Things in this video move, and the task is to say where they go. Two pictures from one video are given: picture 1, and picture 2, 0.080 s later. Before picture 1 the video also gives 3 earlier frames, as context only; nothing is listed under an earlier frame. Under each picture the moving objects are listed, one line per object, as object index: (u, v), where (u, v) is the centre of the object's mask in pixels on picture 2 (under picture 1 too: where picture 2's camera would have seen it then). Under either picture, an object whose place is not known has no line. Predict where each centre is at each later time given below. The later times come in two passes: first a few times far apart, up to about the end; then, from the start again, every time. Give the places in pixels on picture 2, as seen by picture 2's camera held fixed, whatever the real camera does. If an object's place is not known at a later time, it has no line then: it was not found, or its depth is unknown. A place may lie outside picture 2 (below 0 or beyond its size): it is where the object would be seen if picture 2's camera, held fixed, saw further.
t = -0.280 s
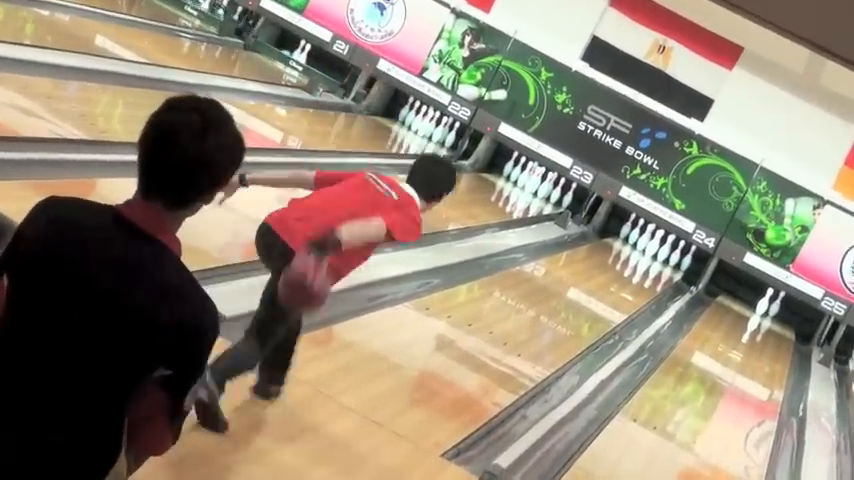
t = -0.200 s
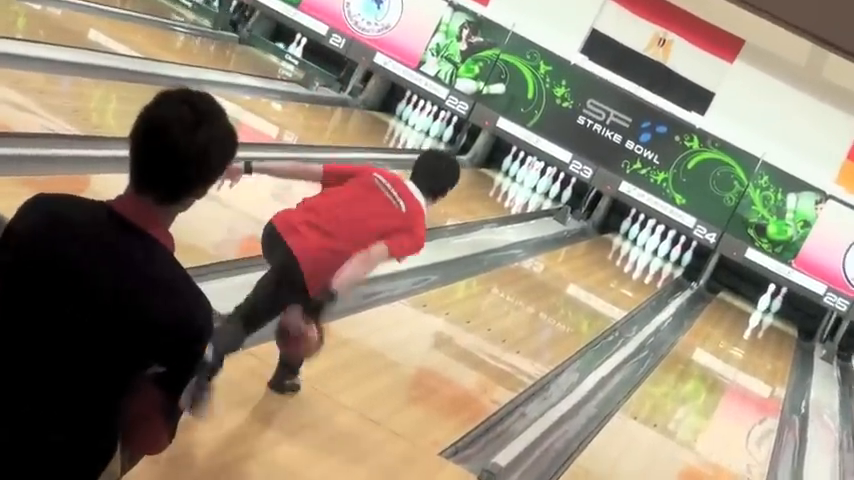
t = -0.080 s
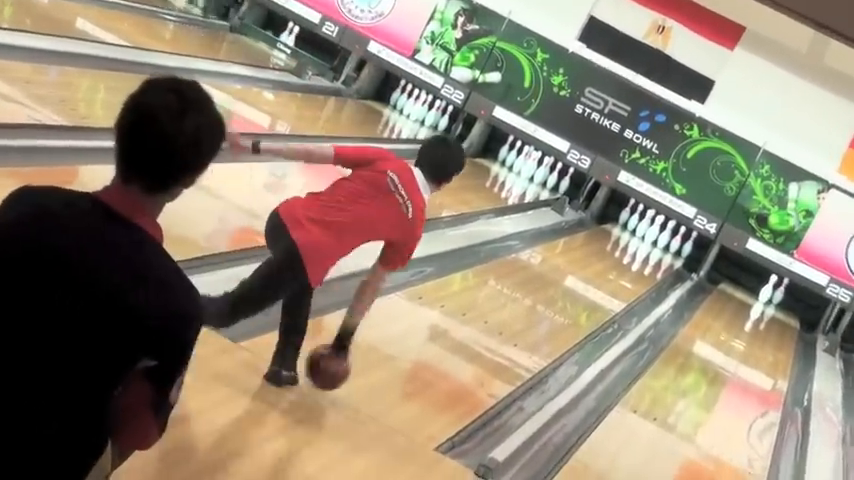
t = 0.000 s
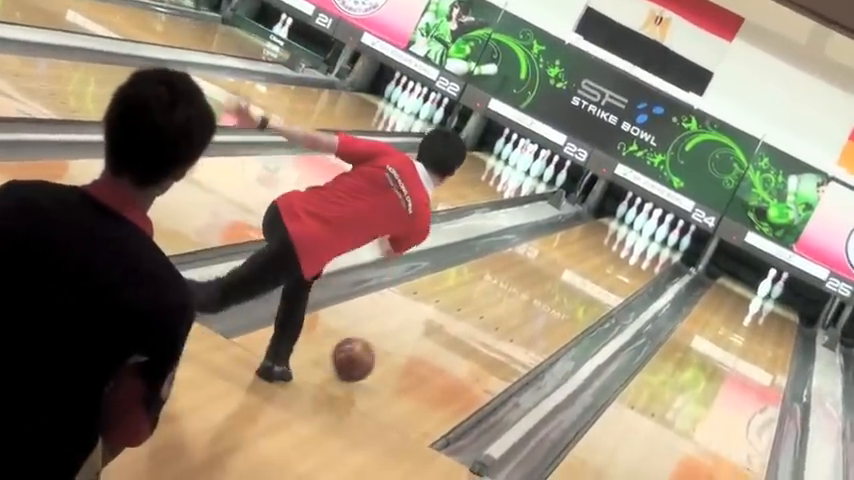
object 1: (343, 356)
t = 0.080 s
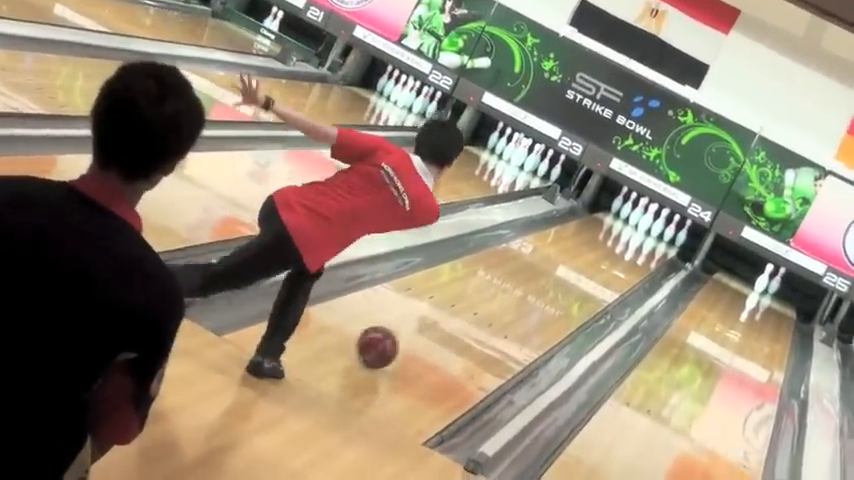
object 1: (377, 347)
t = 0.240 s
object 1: (432, 332)
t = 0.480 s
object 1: (494, 314)
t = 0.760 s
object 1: (549, 295)
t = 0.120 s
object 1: (392, 343)
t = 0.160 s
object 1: (406, 339)
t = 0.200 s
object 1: (420, 335)
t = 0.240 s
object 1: (432, 332)
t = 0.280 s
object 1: (444, 329)
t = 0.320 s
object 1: (455, 325)
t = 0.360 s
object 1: (466, 322)
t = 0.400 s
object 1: (475, 320)
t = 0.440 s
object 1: (485, 317)
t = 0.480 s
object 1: (494, 314)
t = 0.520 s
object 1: (503, 311)
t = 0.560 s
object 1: (511, 308)
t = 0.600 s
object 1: (520, 306)
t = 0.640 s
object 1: (527, 303)
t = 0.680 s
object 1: (536, 300)
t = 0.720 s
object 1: (543, 298)
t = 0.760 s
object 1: (549, 295)
